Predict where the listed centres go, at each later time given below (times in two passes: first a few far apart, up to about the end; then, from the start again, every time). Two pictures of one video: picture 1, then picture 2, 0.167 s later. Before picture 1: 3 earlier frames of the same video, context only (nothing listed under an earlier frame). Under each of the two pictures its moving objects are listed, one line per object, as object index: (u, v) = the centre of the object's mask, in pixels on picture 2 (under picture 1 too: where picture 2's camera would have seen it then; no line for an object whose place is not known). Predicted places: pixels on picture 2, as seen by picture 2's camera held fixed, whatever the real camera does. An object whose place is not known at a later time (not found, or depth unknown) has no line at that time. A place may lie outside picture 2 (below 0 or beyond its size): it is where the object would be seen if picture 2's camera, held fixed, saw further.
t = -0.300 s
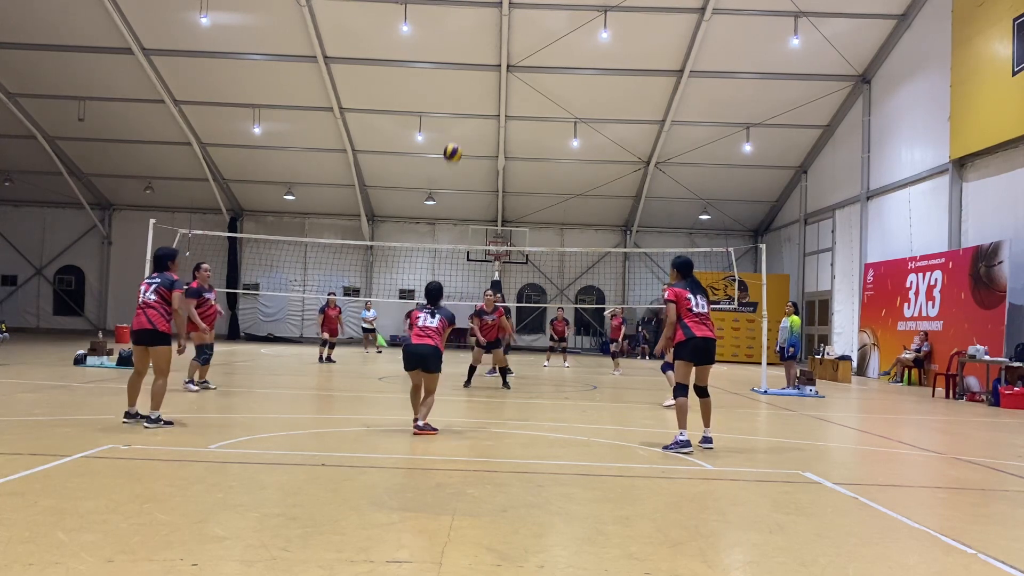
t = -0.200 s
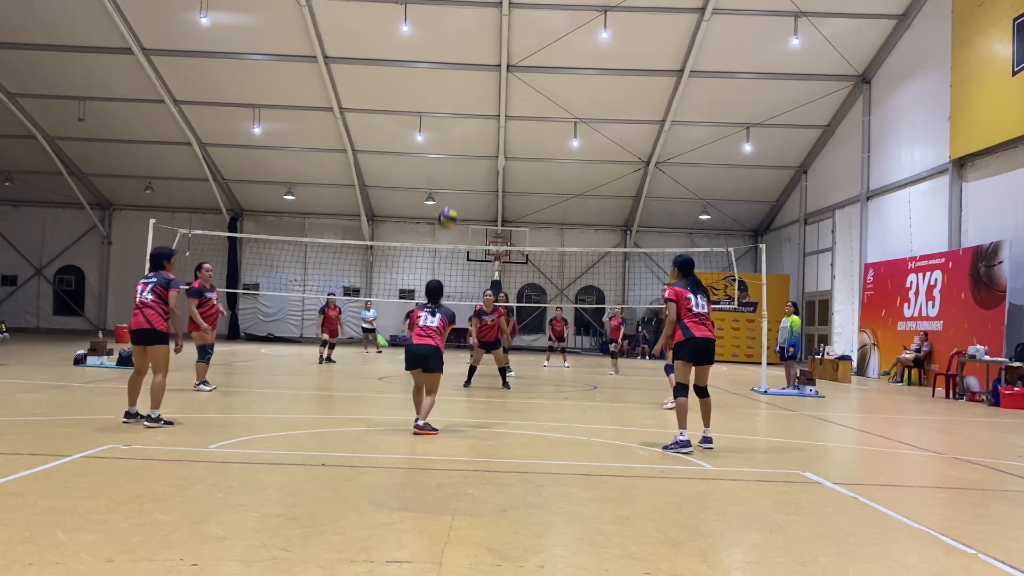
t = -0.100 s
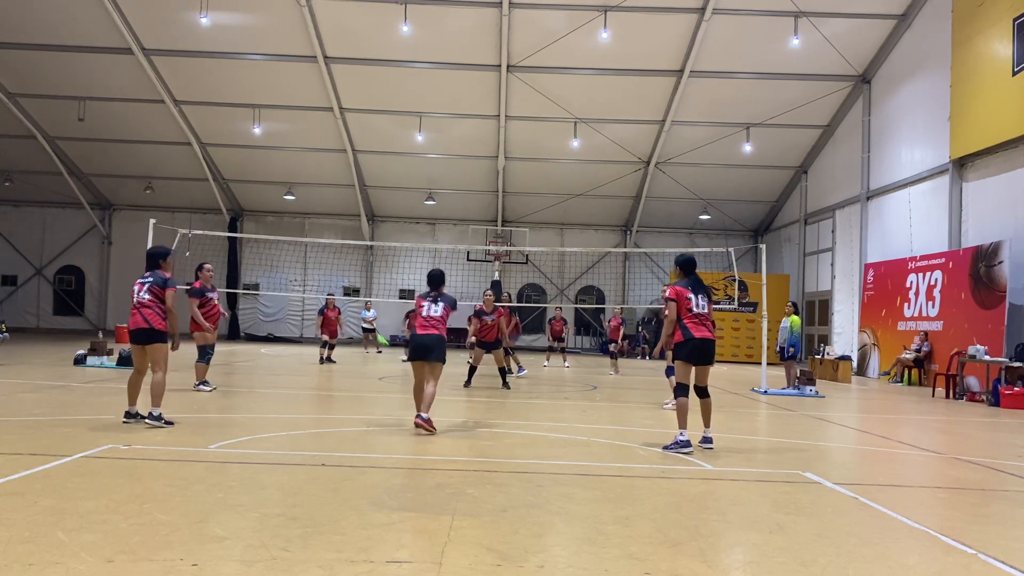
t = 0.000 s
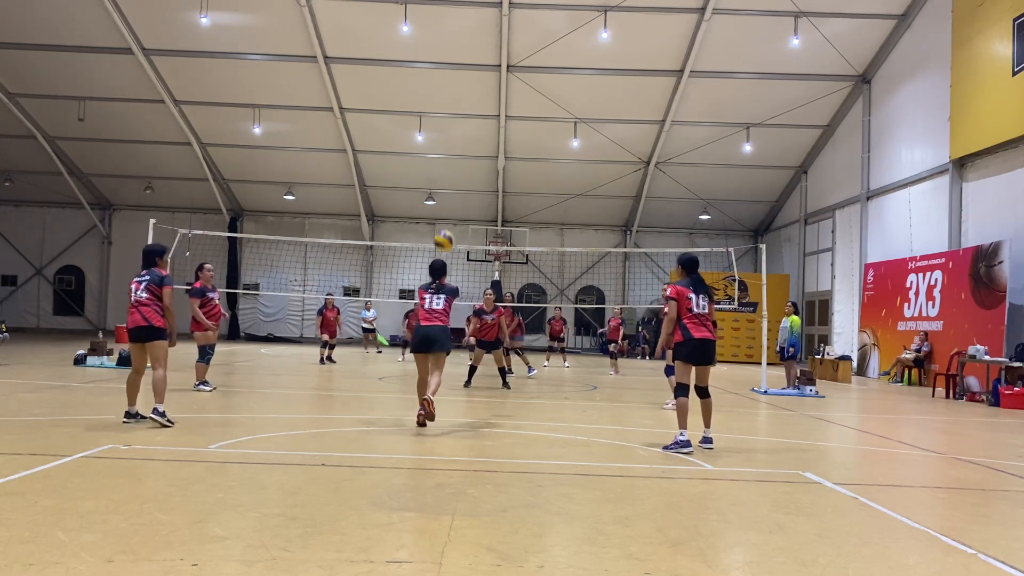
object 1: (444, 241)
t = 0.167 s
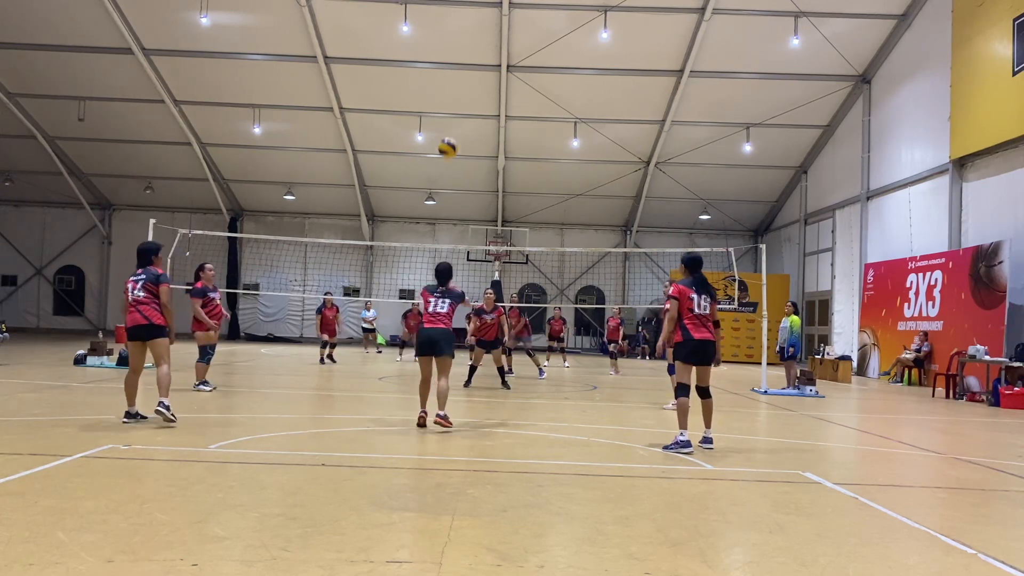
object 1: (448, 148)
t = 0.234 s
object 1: (448, 122)
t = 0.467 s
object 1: (452, 68)
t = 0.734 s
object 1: (454, 64)
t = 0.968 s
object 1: (454, 102)
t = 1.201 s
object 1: (452, 169)
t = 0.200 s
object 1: (448, 134)
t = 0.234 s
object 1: (448, 122)
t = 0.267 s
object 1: (449, 110)
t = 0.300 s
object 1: (450, 100)
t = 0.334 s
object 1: (450, 92)
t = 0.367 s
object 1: (451, 84)
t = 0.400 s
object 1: (451, 77)
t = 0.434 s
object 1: (451, 72)
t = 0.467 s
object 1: (452, 68)
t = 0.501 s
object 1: (452, 64)
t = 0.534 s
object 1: (453, 62)
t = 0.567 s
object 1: (453, 59)
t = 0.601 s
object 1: (454, 59)
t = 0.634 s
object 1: (454, 59)
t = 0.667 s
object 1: (454, 60)
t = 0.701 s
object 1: (454, 62)
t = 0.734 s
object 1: (454, 64)
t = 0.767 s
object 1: (454, 68)
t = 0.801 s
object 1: (455, 72)
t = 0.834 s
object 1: (455, 76)
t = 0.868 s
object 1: (455, 82)
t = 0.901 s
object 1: (455, 88)
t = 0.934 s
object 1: (455, 94)
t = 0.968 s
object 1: (454, 102)
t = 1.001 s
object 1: (454, 109)
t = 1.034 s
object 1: (454, 118)
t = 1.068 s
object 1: (454, 127)
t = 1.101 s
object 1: (453, 137)
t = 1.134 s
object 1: (453, 146)
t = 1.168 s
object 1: (453, 157)
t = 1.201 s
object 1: (452, 169)
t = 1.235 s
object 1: (452, 179)
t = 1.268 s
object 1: (452, 192)
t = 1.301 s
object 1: (451, 205)
